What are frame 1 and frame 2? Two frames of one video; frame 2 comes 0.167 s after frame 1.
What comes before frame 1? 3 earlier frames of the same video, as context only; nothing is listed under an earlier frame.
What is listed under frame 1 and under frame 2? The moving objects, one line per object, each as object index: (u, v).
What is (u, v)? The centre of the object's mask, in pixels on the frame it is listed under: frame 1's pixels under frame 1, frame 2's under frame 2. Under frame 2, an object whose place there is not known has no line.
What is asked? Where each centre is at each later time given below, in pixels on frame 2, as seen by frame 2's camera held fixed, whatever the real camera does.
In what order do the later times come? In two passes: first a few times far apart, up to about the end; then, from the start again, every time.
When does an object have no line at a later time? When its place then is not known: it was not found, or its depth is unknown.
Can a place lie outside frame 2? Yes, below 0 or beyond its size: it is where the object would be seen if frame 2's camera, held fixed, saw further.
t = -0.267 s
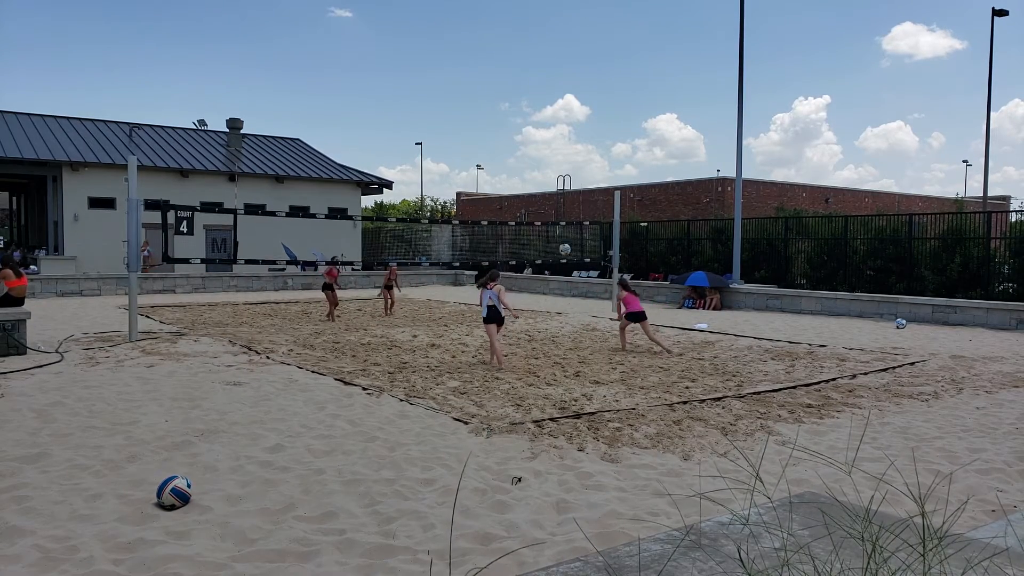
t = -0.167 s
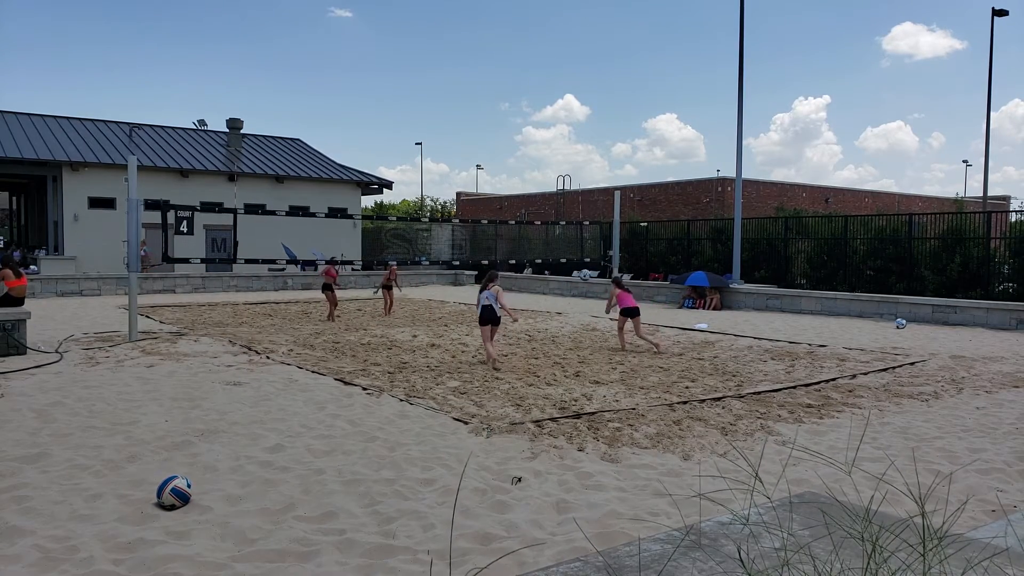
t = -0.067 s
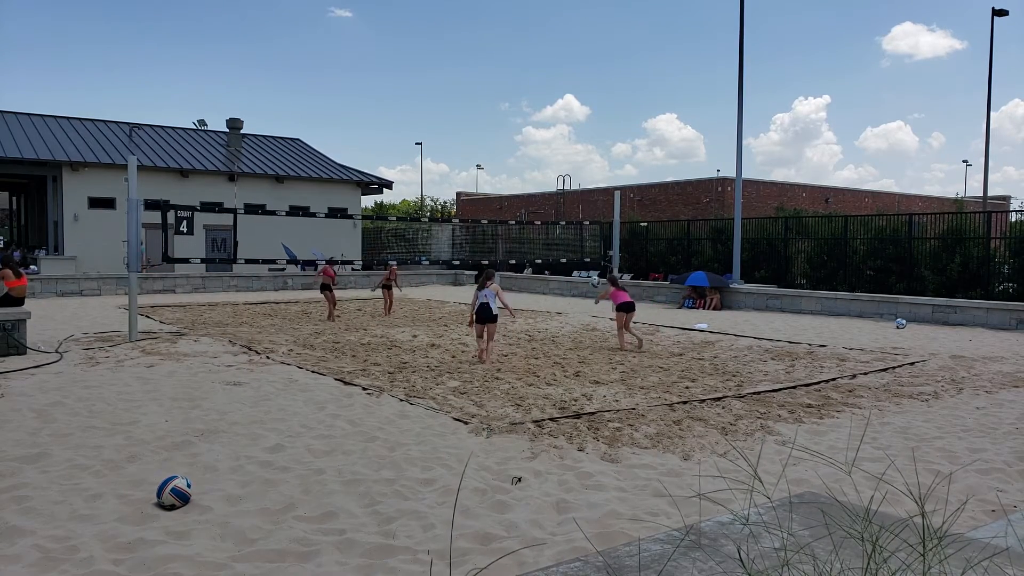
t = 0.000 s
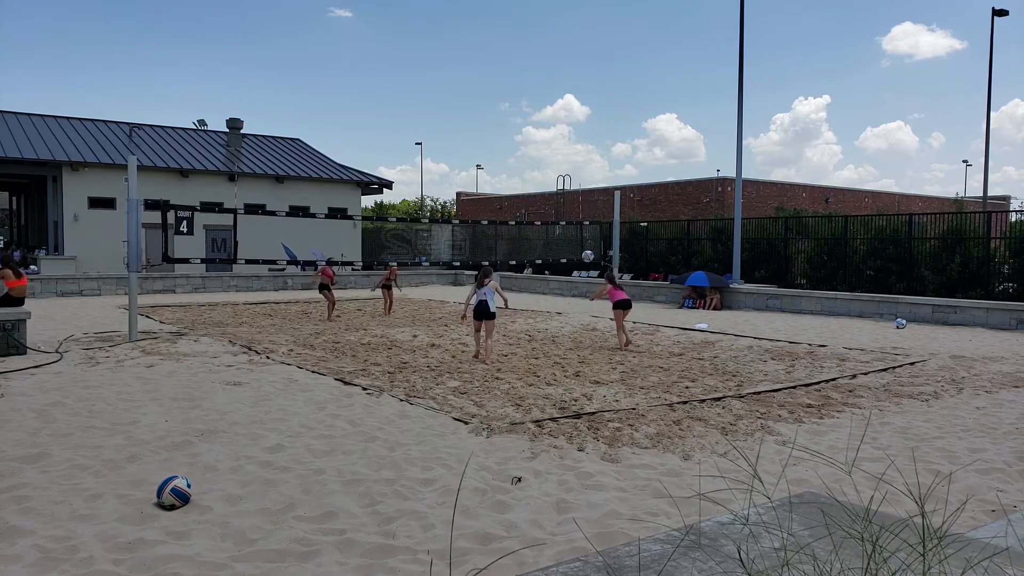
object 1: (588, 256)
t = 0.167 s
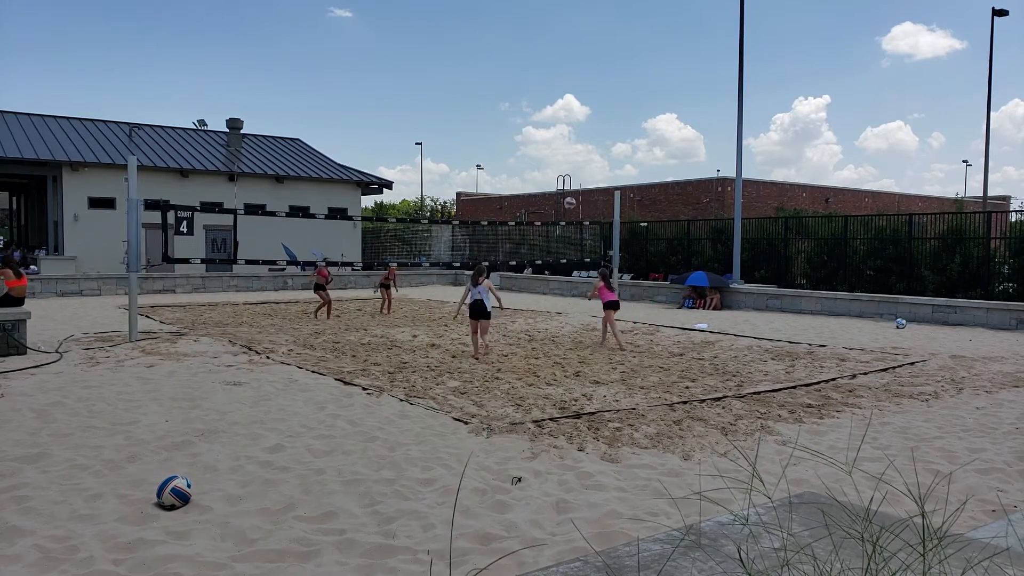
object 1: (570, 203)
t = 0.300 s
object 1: (555, 172)
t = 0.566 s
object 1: (527, 140)
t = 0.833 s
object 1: (500, 146)
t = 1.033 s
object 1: (480, 173)
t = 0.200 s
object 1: (566, 194)
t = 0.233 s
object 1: (562, 186)
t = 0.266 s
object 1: (559, 179)
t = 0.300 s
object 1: (555, 172)
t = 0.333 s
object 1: (551, 166)
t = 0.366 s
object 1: (548, 160)
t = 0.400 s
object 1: (544, 155)
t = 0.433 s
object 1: (541, 151)
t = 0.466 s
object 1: (537, 147)
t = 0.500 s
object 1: (534, 144)
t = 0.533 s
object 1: (531, 142)
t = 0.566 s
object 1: (527, 140)
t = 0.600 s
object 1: (523, 139)
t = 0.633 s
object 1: (520, 138)
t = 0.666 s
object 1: (516, 138)
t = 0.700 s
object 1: (513, 138)
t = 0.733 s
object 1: (510, 139)
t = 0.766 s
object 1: (506, 141)
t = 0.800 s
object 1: (503, 143)
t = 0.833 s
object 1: (500, 146)
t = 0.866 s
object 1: (496, 149)
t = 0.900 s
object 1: (493, 153)
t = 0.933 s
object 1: (490, 157)
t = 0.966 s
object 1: (486, 162)
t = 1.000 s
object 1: (483, 167)
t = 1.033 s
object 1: (480, 173)
